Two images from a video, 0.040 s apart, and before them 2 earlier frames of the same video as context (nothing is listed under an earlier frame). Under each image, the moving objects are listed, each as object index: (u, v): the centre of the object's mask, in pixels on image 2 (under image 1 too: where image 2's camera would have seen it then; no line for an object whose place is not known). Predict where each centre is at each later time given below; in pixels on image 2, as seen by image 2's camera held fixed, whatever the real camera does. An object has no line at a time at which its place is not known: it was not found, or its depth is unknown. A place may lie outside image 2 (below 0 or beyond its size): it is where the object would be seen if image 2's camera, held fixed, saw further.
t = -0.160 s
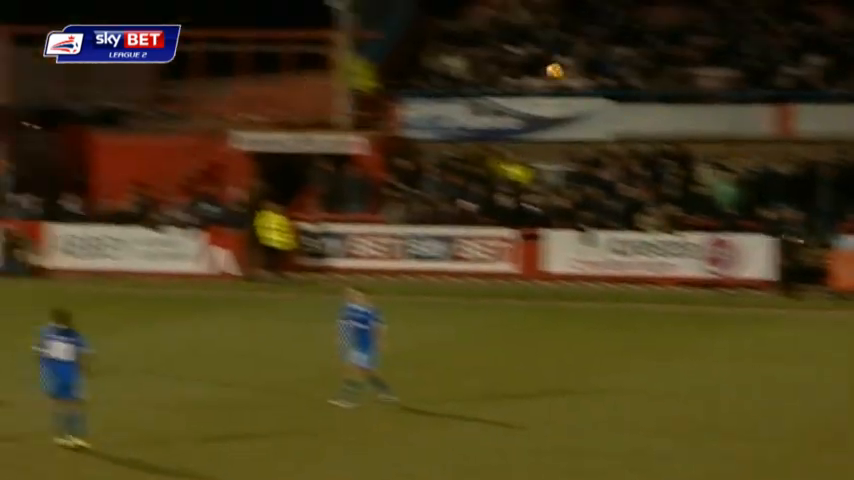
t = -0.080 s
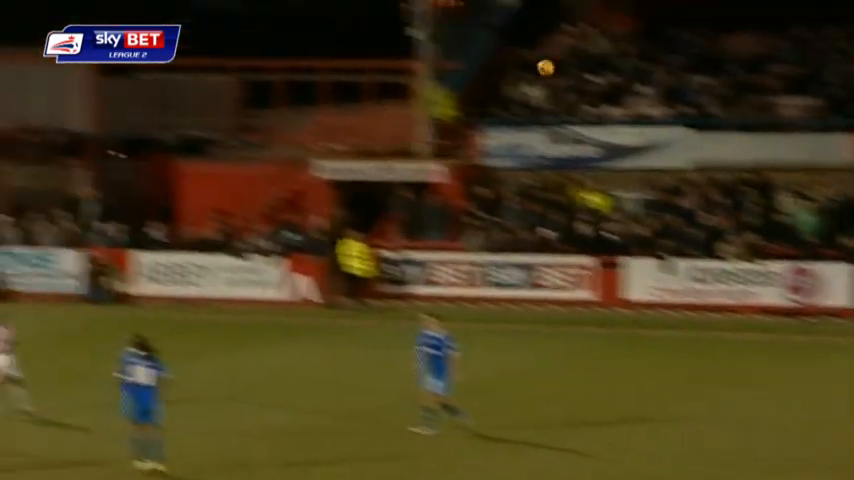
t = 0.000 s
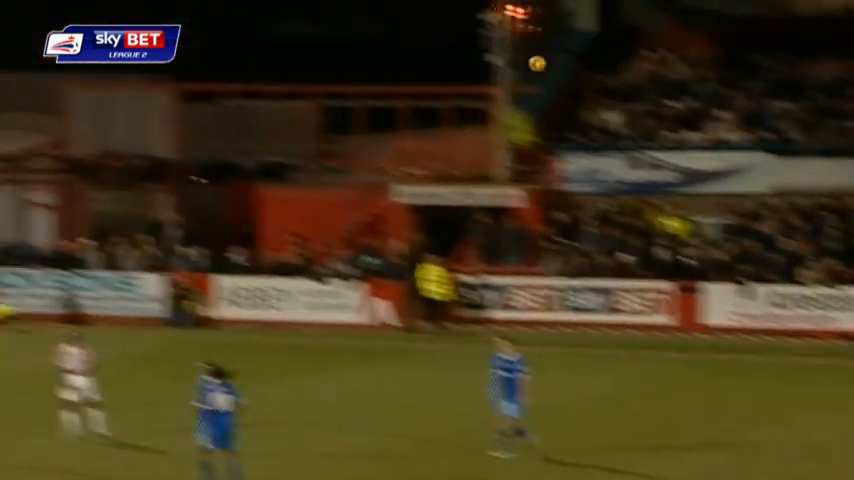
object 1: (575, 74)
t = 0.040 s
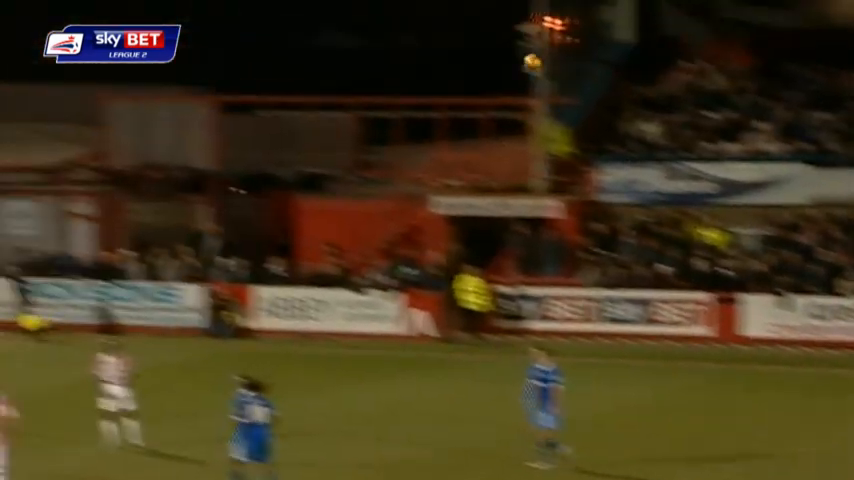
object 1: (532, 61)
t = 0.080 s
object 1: (489, 50)
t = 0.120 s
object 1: (445, 38)
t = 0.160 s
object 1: (402, 27)
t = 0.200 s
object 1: (359, 17)
